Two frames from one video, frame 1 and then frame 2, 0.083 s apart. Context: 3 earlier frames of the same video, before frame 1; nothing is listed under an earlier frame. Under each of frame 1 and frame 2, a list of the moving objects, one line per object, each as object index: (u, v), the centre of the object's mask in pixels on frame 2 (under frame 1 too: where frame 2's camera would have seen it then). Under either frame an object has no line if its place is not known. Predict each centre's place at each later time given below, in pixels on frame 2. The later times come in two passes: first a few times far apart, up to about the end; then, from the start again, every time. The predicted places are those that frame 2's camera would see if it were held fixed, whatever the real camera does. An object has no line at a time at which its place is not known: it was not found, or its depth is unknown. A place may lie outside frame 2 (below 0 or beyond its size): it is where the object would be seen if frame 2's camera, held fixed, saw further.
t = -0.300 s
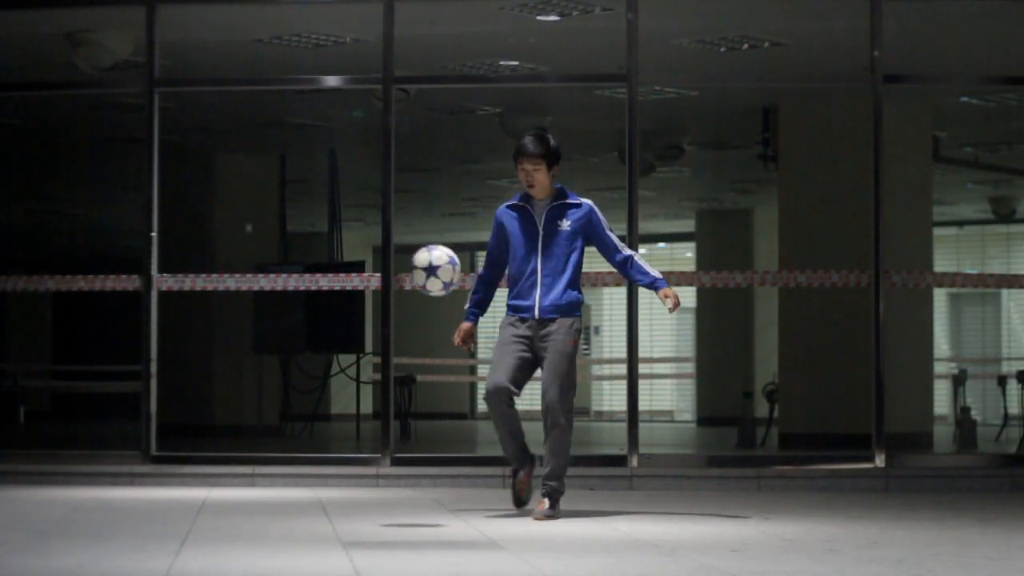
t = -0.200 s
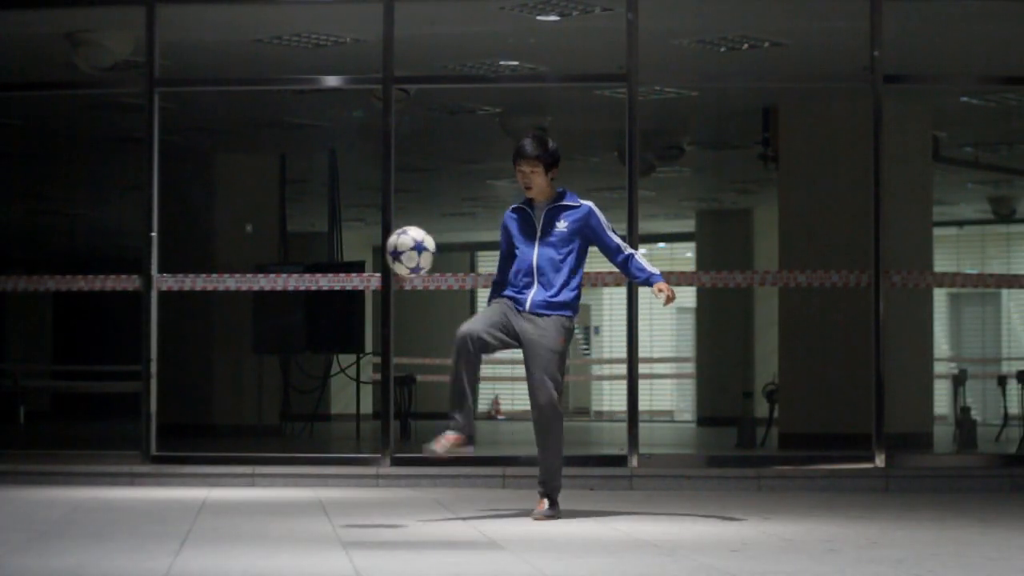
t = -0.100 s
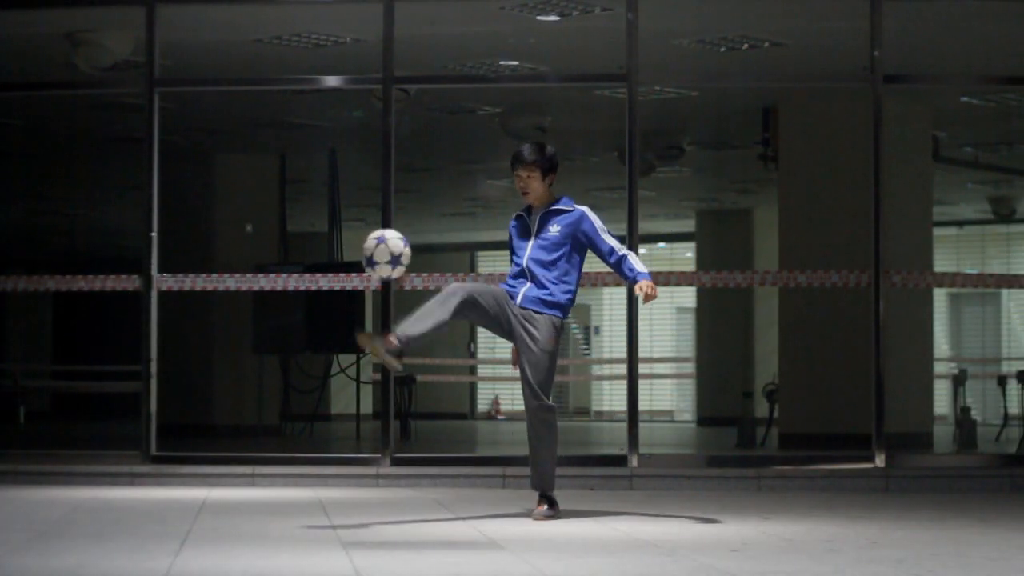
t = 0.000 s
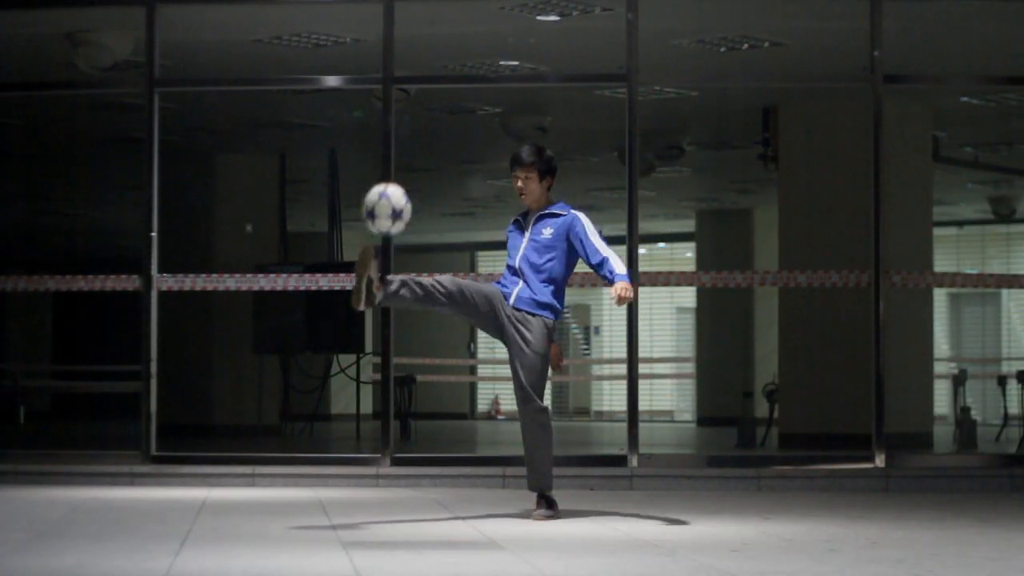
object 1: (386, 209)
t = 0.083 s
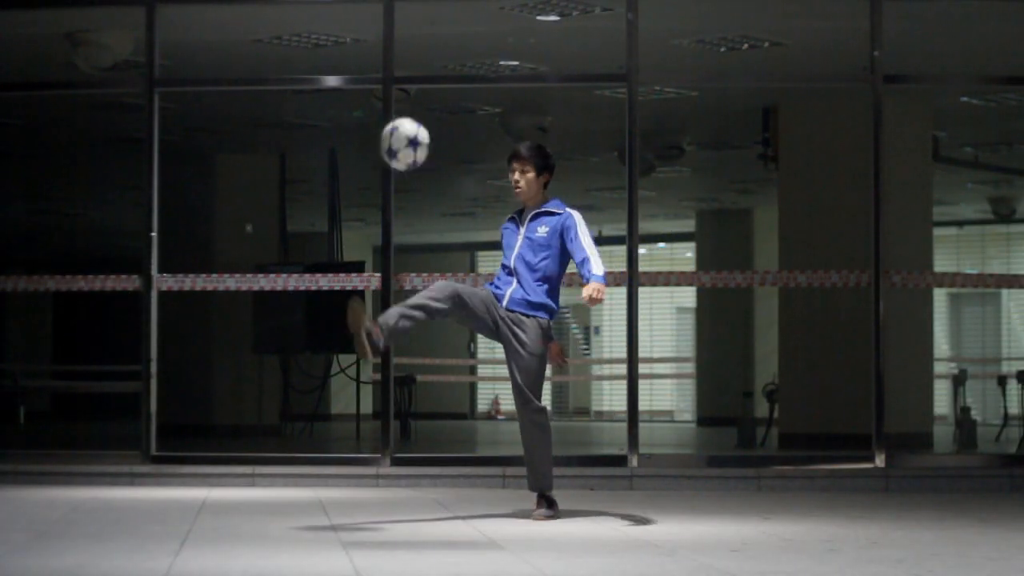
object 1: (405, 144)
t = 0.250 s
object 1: (441, 58)
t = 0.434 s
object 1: (481, 35)
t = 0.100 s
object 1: (408, 133)
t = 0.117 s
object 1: (412, 122)
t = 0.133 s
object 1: (416, 112)
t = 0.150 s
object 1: (419, 102)
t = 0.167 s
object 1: (423, 93)
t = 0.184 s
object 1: (427, 85)
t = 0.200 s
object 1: (430, 77)
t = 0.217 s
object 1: (433, 71)
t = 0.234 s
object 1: (438, 64)
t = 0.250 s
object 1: (441, 58)
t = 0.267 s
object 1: (445, 53)
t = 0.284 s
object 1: (448, 48)
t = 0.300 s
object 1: (452, 44)
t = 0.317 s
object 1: (456, 41)
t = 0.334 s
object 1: (460, 38)
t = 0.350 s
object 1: (463, 35)
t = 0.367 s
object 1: (466, 34)
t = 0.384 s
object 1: (470, 33)
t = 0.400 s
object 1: (473, 33)
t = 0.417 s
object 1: (477, 34)
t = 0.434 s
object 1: (481, 35)
